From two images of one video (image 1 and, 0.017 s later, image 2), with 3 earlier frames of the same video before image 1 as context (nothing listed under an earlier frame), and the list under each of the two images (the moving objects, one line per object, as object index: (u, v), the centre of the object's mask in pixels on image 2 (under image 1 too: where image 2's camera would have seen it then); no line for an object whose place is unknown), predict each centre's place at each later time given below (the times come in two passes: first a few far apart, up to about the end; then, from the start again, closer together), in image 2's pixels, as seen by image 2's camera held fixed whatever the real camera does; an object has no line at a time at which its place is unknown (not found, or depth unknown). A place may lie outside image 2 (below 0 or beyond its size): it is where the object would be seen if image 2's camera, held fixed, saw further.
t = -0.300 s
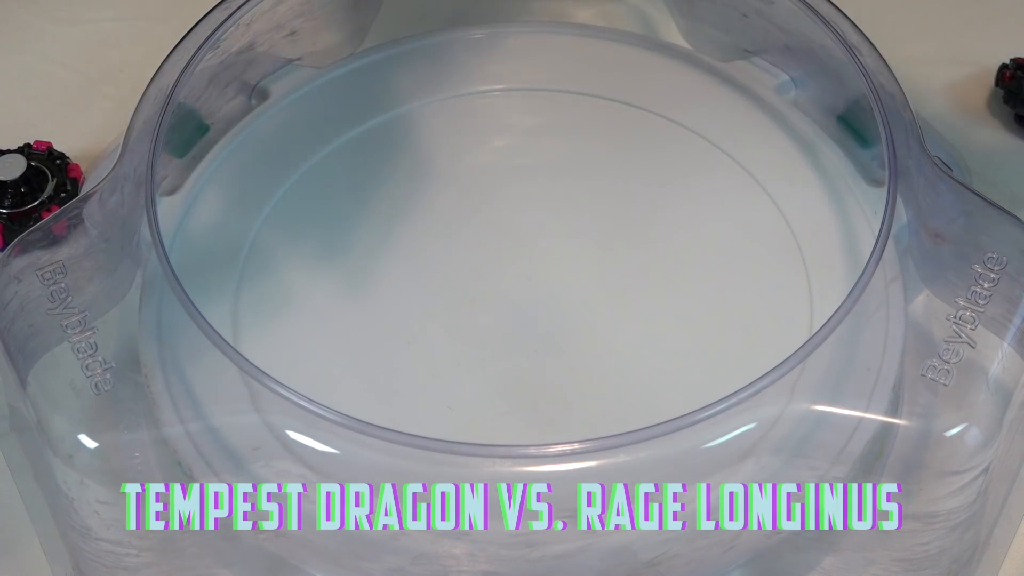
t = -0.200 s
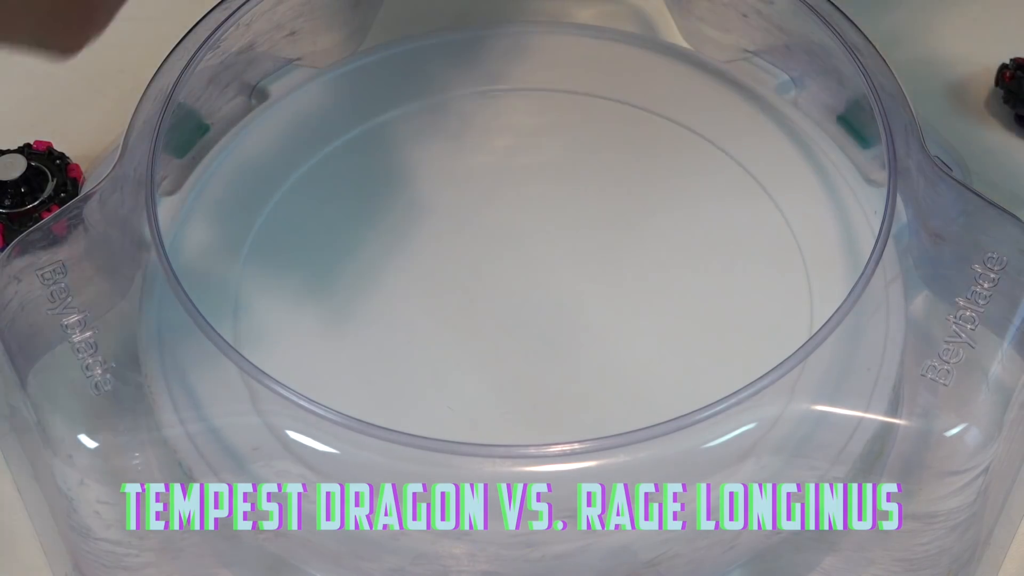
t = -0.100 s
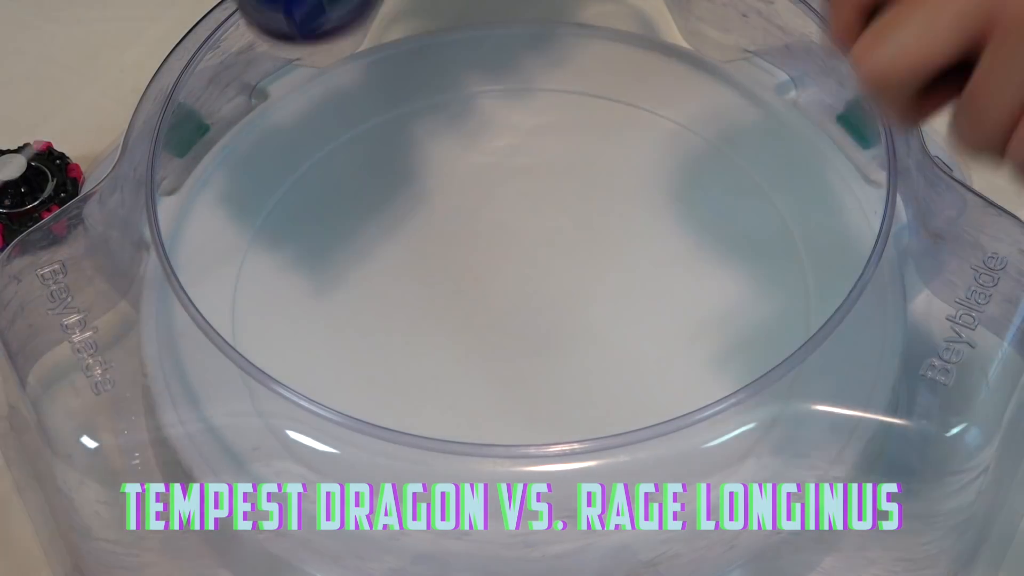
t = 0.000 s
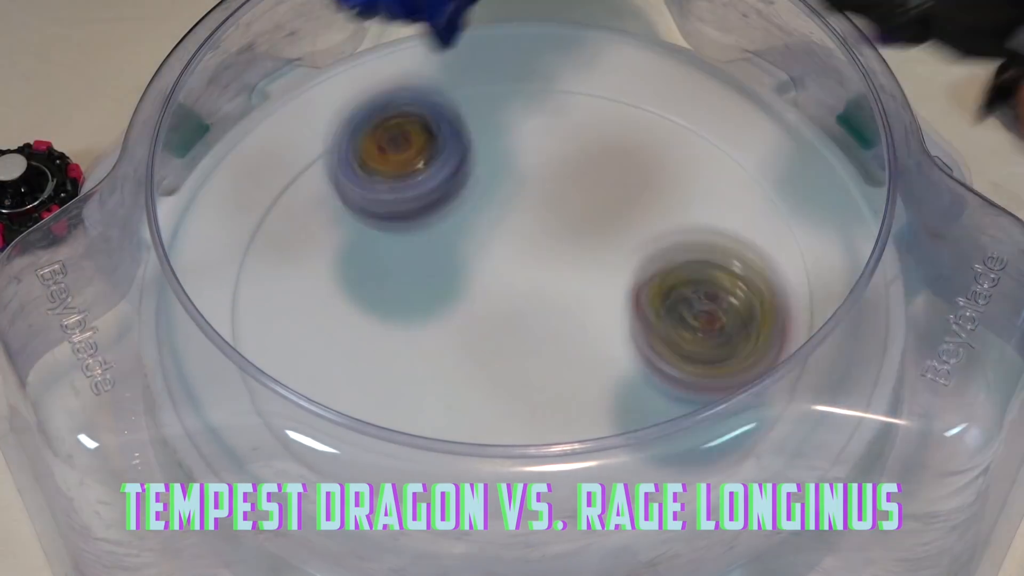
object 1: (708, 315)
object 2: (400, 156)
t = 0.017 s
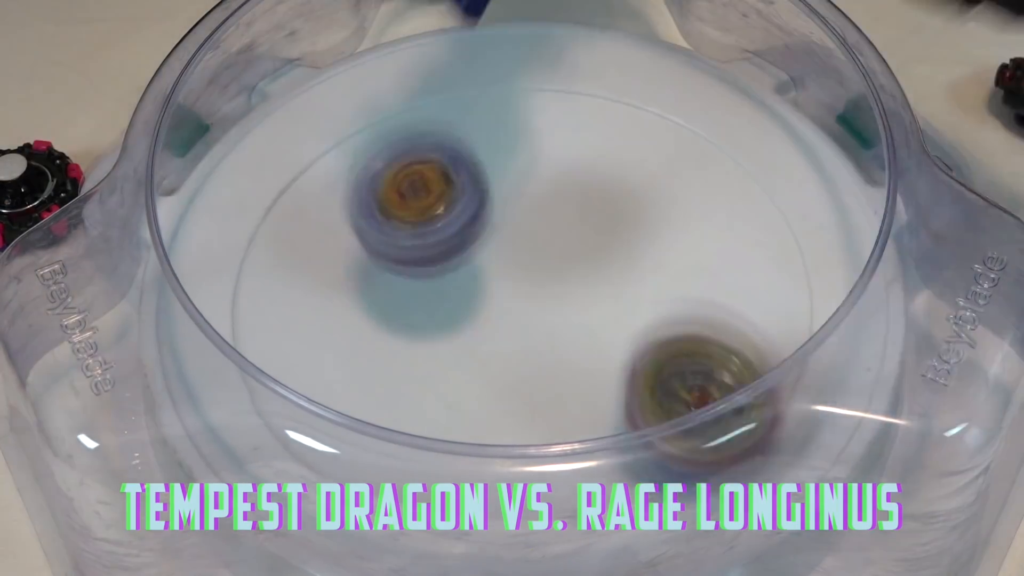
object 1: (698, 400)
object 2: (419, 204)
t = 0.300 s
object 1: (418, 375)
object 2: (672, 354)
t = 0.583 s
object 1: (448, 195)
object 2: (502, 370)
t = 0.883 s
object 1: (454, 197)
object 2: (303, 251)
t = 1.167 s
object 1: (554, 264)
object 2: (422, 138)
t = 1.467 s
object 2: (753, 216)
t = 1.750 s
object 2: (553, 494)
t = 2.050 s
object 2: (299, 144)
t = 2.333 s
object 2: (719, 439)
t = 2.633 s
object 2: (365, 98)
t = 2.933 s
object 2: (636, 484)
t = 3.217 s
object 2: (252, 124)
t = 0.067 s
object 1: (646, 415)
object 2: (472, 271)
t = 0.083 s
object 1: (628, 421)
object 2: (490, 263)
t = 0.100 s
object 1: (608, 428)
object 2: (507, 259)
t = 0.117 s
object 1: (586, 440)
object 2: (526, 258)
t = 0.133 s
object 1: (566, 436)
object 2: (544, 264)
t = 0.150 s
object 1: (548, 432)
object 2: (565, 273)
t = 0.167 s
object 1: (529, 432)
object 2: (583, 286)
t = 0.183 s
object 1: (509, 430)
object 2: (602, 306)
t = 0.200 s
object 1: (493, 411)
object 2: (622, 330)
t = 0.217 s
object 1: (477, 408)
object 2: (637, 345)
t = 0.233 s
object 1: (464, 403)
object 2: (646, 343)
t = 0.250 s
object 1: (450, 397)
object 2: (655, 346)
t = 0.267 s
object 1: (438, 391)
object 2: (664, 352)
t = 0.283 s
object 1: (427, 383)
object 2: (670, 354)
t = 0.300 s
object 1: (418, 375)
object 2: (672, 354)
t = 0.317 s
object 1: (411, 366)
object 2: (674, 355)
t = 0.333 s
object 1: (406, 354)
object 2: (673, 356)
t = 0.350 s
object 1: (403, 342)
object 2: (670, 356)
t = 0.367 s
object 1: (402, 331)
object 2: (665, 358)
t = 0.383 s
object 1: (403, 320)
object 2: (657, 359)
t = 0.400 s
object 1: (406, 309)
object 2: (649, 359)
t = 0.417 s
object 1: (410, 299)
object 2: (638, 360)
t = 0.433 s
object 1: (416, 289)
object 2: (623, 358)
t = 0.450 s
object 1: (422, 280)
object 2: (606, 357)
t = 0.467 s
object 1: (430, 272)
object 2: (589, 355)
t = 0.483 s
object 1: (438, 265)
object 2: (571, 350)
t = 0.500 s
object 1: (446, 259)
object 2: (552, 348)
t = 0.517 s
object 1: (448, 246)
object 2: (542, 352)
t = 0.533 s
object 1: (447, 232)
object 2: (532, 359)
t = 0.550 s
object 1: (447, 217)
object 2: (522, 361)
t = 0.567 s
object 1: (448, 206)
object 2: (513, 366)
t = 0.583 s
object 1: (448, 195)
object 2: (502, 370)
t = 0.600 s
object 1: (449, 186)
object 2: (488, 371)
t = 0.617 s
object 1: (449, 176)
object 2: (477, 373)
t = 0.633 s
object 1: (449, 170)
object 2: (464, 370)
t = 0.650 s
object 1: (448, 162)
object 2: (453, 370)
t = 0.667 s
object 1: (449, 158)
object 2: (438, 365)
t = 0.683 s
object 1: (449, 154)
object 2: (426, 363)
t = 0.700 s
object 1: (449, 152)
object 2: (413, 355)
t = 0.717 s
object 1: (449, 153)
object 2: (401, 349)
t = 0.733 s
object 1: (448, 152)
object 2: (389, 341)
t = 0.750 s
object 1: (448, 155)
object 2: (377, 333)
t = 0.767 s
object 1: (447, 158)
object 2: (370, 322)
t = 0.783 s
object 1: (447, 163)
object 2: (359, 311)
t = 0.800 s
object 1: (445, 169)
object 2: (353, 299)
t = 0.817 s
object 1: (443, 177)
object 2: (346, 287)
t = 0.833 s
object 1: (440, 184)
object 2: (342, 272)
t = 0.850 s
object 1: (443, 189)
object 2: (329, 264)
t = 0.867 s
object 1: (449, 193)
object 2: (313, 258)
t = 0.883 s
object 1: (454, 197)
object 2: (303, 251)
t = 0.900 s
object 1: (459, 201)
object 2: (292, 243)
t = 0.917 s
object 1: (465, 206)
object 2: (284, 234)
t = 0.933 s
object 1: (469, 211)
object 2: (279, 226)
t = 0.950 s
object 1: (474, 216)
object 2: (273, 217)
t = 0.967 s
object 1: (479, 221)
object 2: (271, 208)
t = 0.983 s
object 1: (483, 227)
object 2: (272, 199)
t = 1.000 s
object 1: (487, 232)
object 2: (275, 191)
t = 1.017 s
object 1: (491, 237)
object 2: (283, 186)
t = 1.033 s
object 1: (496, 244)
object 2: (290, 179)
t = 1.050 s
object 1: (500, 249)
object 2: (300, 174)
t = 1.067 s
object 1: (506, 253)
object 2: (314, 170)
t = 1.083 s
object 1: (512, 256)
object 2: (328, 163)
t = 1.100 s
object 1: (520, 259)
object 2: (343, 157)
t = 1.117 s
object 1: (528, 262)
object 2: (362, 153)
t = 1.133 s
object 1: (536, 263)
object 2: (380, 148)
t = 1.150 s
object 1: (544, 263)
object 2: (399, 143)
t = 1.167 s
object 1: (554, 264)
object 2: (422, 138)
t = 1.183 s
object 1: (563, 264)
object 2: (444, 135)
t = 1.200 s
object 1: (571, 261)
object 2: (469, 132)
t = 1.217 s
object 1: (582, 260)
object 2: (495, 130)
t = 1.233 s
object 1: (591, 256)
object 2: (521, 130)
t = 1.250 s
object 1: (599, 253)
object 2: (549, 131)
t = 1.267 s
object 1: (607, 249)
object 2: (577, 134)
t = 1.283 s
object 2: (603, 130)
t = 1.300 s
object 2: (626, 121)
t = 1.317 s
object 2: (650, 113)
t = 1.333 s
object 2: (674, 108)
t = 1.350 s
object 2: (695, 106)
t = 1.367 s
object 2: (712, 110)
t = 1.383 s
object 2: (723, 121)
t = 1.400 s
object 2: (733, 137)
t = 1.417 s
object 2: (742, 153)
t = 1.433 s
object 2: (749, 172)
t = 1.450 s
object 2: (752, 191)
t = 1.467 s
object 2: (753, 216)
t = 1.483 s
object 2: (758, 236)
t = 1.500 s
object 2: (763, 249)
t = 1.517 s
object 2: (765, 266)
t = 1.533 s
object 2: (764, 283)
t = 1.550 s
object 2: (760, 299)
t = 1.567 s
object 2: (754, 317)
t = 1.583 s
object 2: (740, 330)
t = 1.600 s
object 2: (723, 347)
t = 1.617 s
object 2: (713, 376)
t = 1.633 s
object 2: (692, 395)
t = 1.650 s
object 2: (676, 412)
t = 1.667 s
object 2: (662, 425)
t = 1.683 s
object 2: (643, 454)
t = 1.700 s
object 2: (625, 463)
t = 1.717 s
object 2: (602, 478)
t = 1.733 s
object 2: (578, 484)
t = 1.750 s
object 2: (553, 494)
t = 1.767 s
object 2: (525, 507)
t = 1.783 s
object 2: (495, 506)
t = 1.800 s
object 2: (463, 502)
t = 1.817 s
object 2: (431, 495)
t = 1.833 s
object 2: (402, 475)
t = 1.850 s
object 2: (370, 464)
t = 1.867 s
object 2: (340, 447)
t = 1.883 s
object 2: (315, 427)
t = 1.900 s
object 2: (288, 405)
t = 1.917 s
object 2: (268, 378)
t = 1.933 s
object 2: (249, 354)
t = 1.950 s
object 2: (241, 325)
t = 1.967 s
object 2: (238, 297)
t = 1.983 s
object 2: (240, 264)
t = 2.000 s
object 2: (242, 234)
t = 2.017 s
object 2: (253, 203)
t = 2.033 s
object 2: (274, 174)
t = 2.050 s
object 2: (299, 144)
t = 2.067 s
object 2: (332, 118)
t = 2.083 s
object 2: (369, 96)
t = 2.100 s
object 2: (412, 79)
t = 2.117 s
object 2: (458, 68)
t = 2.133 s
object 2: (509, 60)
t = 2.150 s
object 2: (559, 61)
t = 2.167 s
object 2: (610, 69)
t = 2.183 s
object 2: (657, 84)
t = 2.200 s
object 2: (703, 106)
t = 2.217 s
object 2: (743, 135)
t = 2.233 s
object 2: (775, 172)
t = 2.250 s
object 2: (798, 215)
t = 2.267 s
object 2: (805, 257)
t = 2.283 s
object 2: (804, 307)
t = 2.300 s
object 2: (787, 358)
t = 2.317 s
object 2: (758, 404)
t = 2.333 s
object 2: (719, 439)
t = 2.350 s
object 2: (670, 468)
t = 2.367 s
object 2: (608, 491)
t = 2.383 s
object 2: (549, 501)
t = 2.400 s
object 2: (486, 502)
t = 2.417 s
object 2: (427, 500)
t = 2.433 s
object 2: (377, 472)
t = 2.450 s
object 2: (331, 446)
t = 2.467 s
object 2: (291, 415)
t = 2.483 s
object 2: (266, 374)
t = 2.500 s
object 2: (250, 341)
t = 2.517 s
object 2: (237, 301)
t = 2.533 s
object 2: (239, 266)
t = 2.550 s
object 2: (244, 231)
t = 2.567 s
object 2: (256, 200)
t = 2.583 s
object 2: (278, 171)
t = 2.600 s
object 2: (301, 143)
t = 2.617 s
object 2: (332, 119)
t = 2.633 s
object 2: (365, 98)
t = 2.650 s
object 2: (404, 80)
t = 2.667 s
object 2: (445, 71)
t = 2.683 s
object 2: (491, 61)
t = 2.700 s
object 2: (535, 60)
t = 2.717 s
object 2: (585, 65)
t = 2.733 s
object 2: (631, 74)
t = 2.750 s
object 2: (674, 91)
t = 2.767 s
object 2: (714, 113)
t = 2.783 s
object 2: (752, 143)
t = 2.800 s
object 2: (779, 176)
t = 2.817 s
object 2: (799, 214)
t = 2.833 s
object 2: (805, 257)
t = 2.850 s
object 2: (808, 298)
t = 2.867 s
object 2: (794, 350)
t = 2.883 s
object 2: (770, 394)
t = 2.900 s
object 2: (736, 425)
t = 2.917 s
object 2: (688, 459)
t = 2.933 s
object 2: (636, 484)
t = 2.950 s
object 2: (585, 499)
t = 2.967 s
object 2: (531, 503)
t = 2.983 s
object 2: (476, 501)
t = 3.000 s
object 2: (424, 489)
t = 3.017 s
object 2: (376, 485)
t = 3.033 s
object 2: (336, 451)
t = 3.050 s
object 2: (301, 424)
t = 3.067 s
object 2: (275, 395)
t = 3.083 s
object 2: (257, 360)
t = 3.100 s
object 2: (246, 326)
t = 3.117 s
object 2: (239, 297)
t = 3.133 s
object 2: (239, 266)
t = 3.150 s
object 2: (243, 237)
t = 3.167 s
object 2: (255, 210)
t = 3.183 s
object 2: (250, 181)
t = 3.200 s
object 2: (242, 150)
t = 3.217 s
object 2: (252, 124)
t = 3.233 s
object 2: (277, 113)
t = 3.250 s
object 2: (304, 109)
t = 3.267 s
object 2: (332, 104)
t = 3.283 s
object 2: (360, 104)
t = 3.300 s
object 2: (387, 99)
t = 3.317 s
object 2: (415, 95)
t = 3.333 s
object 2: (442, 93)
